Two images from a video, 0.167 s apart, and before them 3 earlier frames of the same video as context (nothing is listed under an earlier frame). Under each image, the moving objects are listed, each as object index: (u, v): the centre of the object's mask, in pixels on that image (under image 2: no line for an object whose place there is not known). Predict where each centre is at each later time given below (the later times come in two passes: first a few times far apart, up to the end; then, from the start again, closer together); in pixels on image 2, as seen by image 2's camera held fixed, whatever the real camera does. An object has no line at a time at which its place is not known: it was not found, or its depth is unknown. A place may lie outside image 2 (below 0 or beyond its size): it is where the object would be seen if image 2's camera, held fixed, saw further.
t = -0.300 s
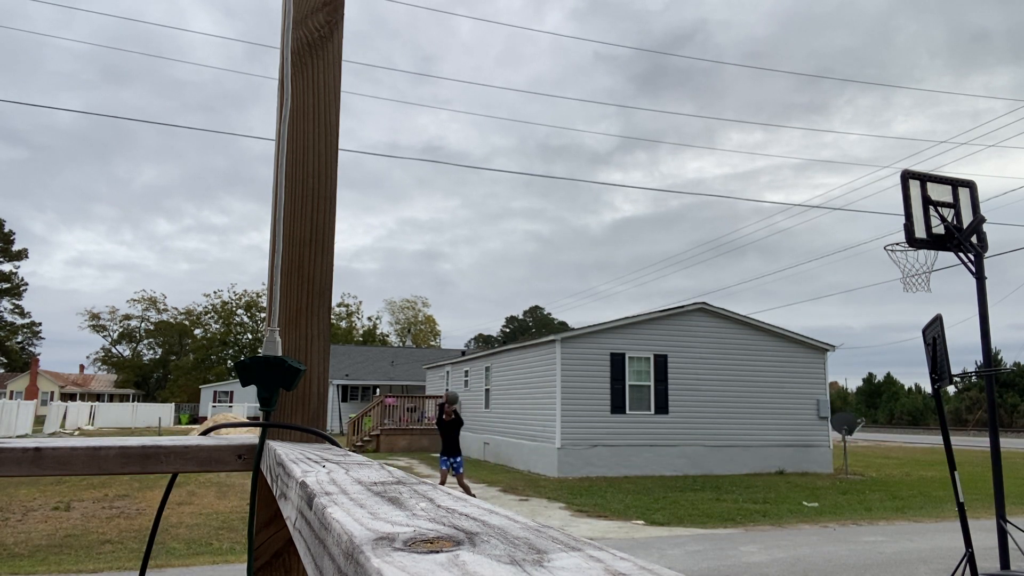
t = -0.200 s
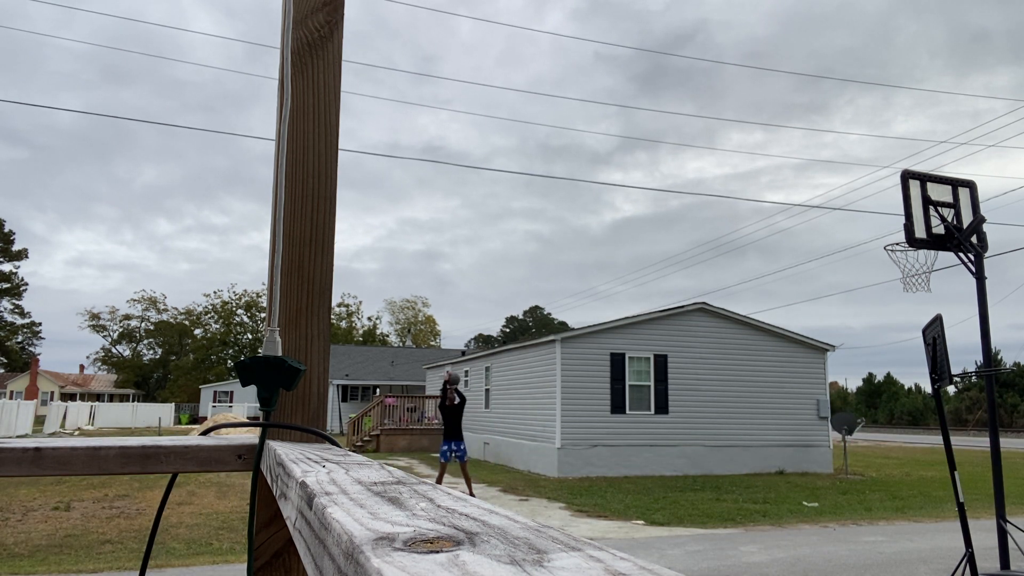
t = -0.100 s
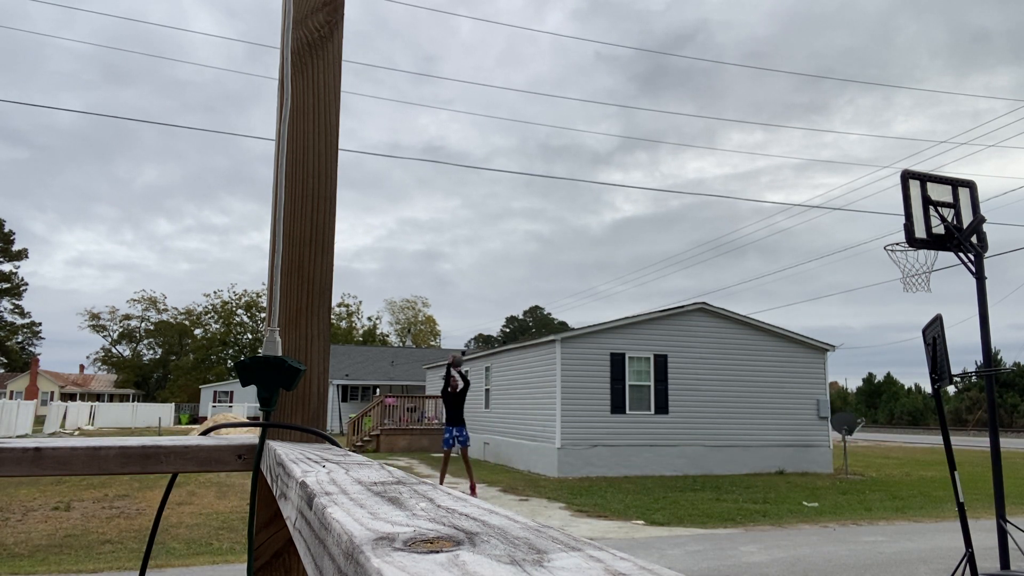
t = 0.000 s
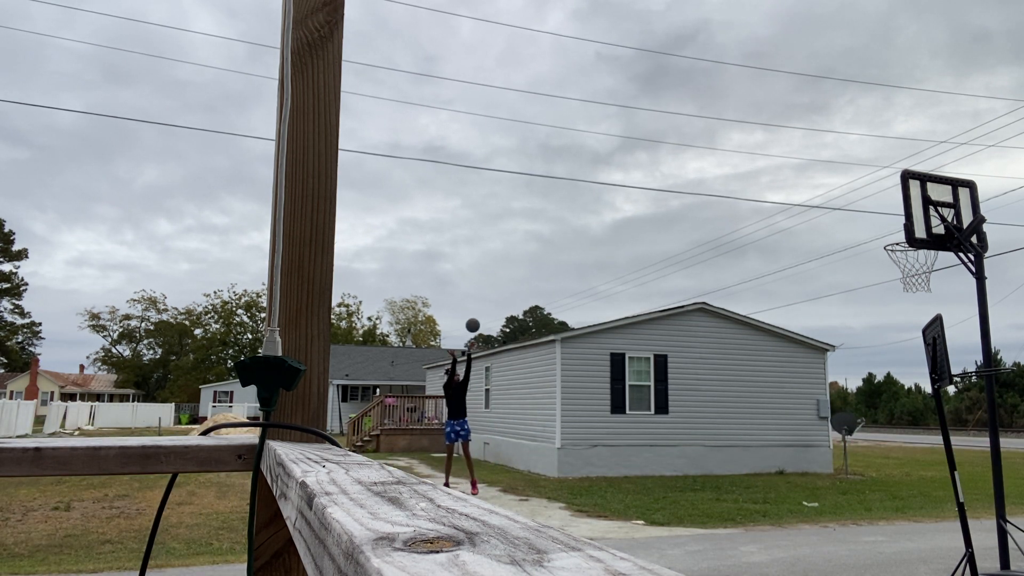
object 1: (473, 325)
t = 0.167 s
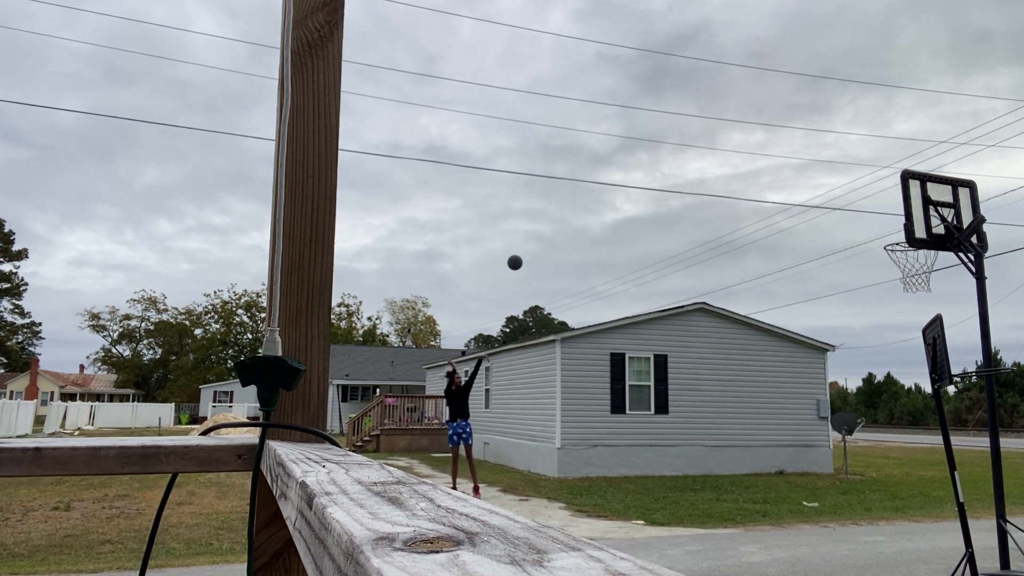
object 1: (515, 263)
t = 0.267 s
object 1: (542, 231)
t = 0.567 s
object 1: (633, 171)
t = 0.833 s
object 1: (732, 165)
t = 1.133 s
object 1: (876, 234)
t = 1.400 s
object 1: (849, 213)
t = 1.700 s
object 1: (812, 240)
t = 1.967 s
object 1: (789, 314)
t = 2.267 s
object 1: (770, 444)
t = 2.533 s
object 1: (755, 477)
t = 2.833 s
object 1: (738, 420)
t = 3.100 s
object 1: (728, 422)
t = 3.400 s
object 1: (719, 473)
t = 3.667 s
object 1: (709, 472)
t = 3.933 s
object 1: (698, 458)
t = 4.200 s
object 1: (689, 483)
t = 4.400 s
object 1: (680, 482)
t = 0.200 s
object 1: (524, 251)
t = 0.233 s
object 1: (533, 241)
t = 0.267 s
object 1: (542, 231)
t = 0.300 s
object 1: (551, 222)
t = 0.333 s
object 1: (561, 213)
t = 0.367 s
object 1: (570, 205)
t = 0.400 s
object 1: (580, 198)
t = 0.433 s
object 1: (590, 191)
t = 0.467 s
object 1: (601, 185)
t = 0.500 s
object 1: (611, 179)
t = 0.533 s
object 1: (622, 175)
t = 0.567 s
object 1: (633, 171)
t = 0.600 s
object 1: (644, 167)
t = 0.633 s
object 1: (656, 164)
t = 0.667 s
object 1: (667, 163)
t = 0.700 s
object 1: (679, 161)
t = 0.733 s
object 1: (693, 161)
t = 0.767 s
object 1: (705, 161)
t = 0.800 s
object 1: (720, 163)
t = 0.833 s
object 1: (732, 165)
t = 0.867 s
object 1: (747, 168)
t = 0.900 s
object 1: (761, 172)
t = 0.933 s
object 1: (776, 177)
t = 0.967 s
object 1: (791, 184)
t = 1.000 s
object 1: (806, 191)
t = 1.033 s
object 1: (823, 200)
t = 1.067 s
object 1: (840, 210)
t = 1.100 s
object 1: (858, 221)
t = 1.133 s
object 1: (876, 234)
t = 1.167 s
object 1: (890, 243)
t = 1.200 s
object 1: (882, 237)
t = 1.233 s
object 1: (876, 230)
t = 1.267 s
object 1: (870, 225)
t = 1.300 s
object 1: (864, 220)
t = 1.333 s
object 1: (859, 217)
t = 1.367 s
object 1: (854, 214)
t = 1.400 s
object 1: (849, 213)
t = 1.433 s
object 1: (844, 212)
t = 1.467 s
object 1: (840, 213)
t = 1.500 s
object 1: (835, 214)
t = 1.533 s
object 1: (831, 216)
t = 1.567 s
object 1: (827, 219)
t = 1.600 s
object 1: (823, 223)
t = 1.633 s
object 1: (819, 228)
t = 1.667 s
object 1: (816, 233)
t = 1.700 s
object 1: (812, 240)
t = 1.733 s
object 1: (809, 247)
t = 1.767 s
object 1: (806, 254)
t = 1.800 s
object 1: (803, 262)
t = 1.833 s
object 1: (800, 271)
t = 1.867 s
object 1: (797, 281)
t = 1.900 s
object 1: (794, 291)
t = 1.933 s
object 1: (791, 302)
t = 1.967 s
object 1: (789, 314)
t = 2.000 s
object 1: (786, 326)
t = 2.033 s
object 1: (784, 339)
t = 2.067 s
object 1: (781, 352)
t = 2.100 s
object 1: (779, 366)
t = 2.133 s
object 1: (777, 380)
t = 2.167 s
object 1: (775, 396)
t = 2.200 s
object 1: (773, 411)
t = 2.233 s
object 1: (771, 427)
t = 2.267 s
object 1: (770, 444)
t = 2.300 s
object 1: (768, 461)
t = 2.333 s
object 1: (767, 479)
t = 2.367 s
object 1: (765, 497)
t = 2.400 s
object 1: (764, 516)
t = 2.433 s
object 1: (762, 511)
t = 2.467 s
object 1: (759, 498)
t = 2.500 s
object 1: (757, 486)
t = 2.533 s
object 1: (755, 477)
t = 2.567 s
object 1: (753, 467)
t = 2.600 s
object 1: (751, 458)
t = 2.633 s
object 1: (749, 450)
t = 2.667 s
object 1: (747, 442)
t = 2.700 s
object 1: (745, 437)
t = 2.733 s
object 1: (743, 431)
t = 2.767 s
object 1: (741, 427)
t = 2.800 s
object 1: (740, 423)
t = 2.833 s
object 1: (738, 420)
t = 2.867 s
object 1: (737, 418)
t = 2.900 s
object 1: (735, 416)
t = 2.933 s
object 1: (734, 416)
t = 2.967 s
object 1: (733, 415)
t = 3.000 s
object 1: (731, 416)
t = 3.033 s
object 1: (730, 417)
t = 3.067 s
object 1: (729, 419)
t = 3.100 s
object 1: (728, 422)
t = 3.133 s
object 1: (727, 425)
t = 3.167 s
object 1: (725, 429)
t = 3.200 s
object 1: (724, 434)
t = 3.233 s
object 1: (724, 439)
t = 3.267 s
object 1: (722, 444)
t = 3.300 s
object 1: (721, 451)
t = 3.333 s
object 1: (721, 458)
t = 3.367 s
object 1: (720, 465)
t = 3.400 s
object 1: (719, 473)
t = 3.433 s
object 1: (719, 482)
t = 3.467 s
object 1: (718, 491)
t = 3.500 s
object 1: (717, 500)
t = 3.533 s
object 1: (715, 495)
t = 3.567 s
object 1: (714, 488)
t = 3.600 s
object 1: (712, 482)
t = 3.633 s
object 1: (710, 477)
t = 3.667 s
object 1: (709, 472)
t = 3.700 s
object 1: (707, 468)
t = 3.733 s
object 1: (706, 465)
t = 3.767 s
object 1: (704, 462)
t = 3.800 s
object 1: (703, 460)
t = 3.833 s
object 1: (701, 459)
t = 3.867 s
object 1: (700, 458)
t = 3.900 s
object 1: (699, 458)
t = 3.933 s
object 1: (698, 458)
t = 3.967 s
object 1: (697, 459)
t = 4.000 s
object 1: (695, 461)
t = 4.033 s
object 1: (694, 464)
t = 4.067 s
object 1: (693, 466)
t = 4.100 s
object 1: (692, 470)
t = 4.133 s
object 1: (691, 474)
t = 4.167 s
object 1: (690, 479)
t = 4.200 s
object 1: (689, 483)
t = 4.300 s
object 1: (684, 487)
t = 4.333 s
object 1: (683, 485)
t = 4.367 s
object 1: (681, 483)
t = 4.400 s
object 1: (680, 482)
